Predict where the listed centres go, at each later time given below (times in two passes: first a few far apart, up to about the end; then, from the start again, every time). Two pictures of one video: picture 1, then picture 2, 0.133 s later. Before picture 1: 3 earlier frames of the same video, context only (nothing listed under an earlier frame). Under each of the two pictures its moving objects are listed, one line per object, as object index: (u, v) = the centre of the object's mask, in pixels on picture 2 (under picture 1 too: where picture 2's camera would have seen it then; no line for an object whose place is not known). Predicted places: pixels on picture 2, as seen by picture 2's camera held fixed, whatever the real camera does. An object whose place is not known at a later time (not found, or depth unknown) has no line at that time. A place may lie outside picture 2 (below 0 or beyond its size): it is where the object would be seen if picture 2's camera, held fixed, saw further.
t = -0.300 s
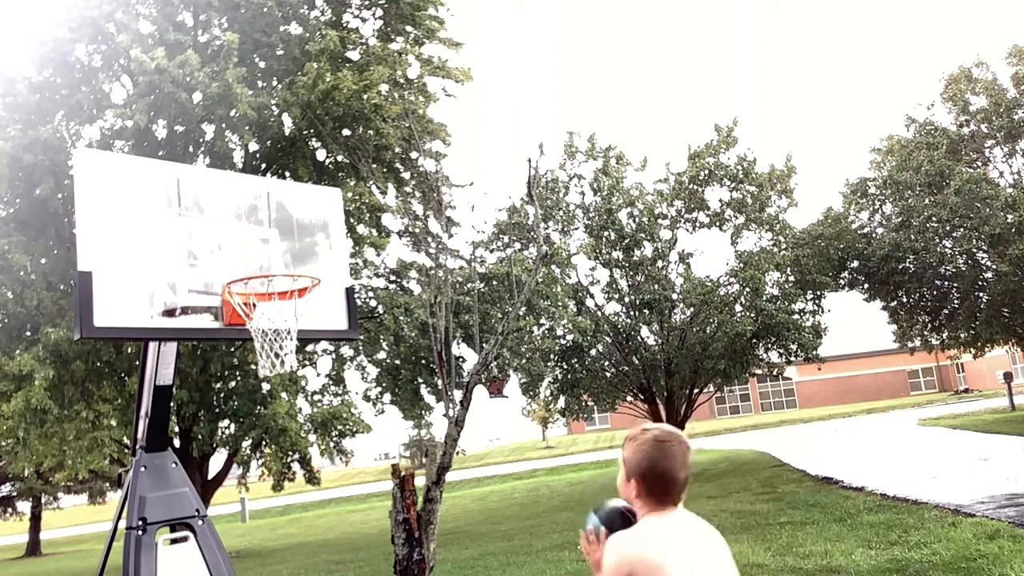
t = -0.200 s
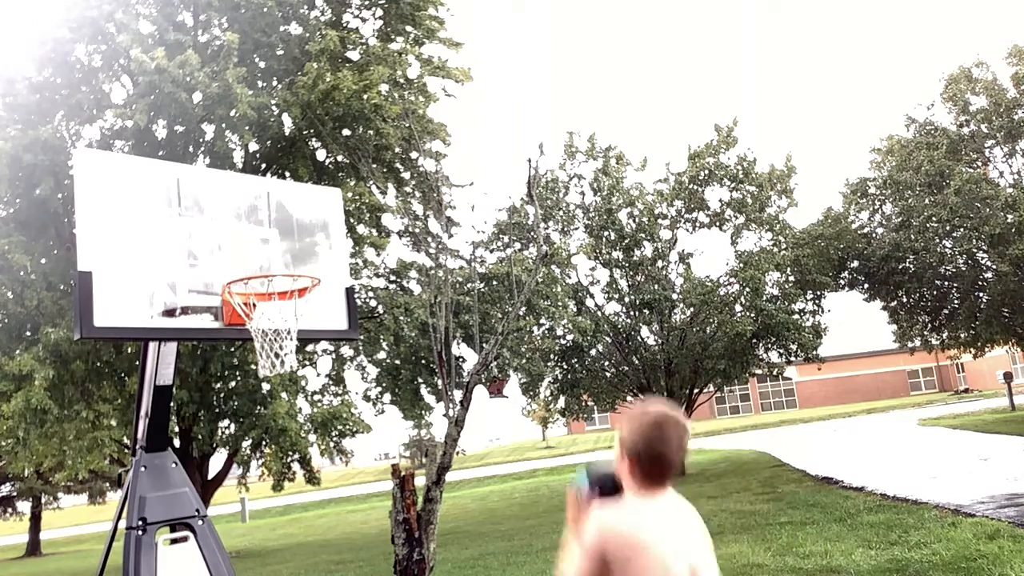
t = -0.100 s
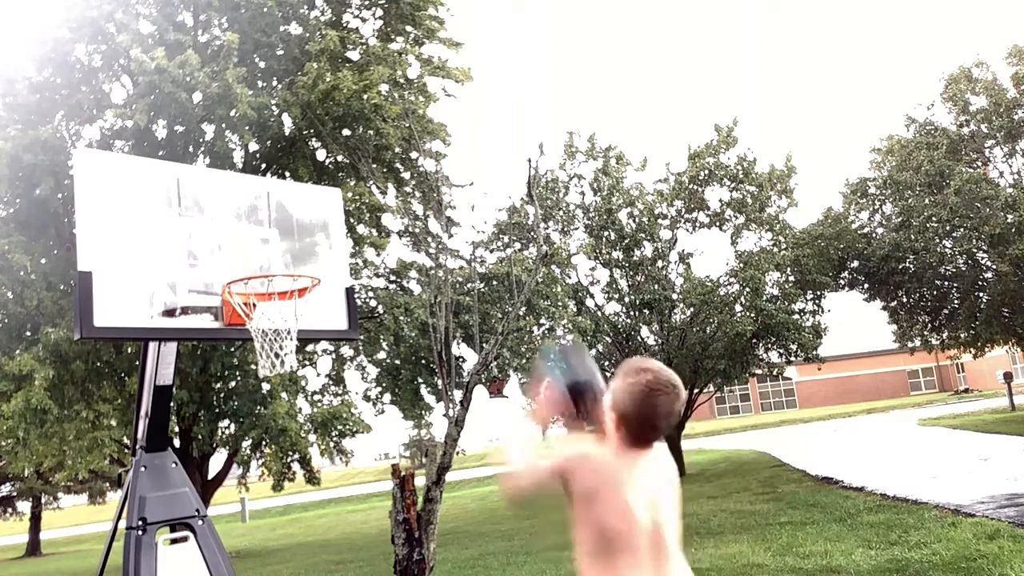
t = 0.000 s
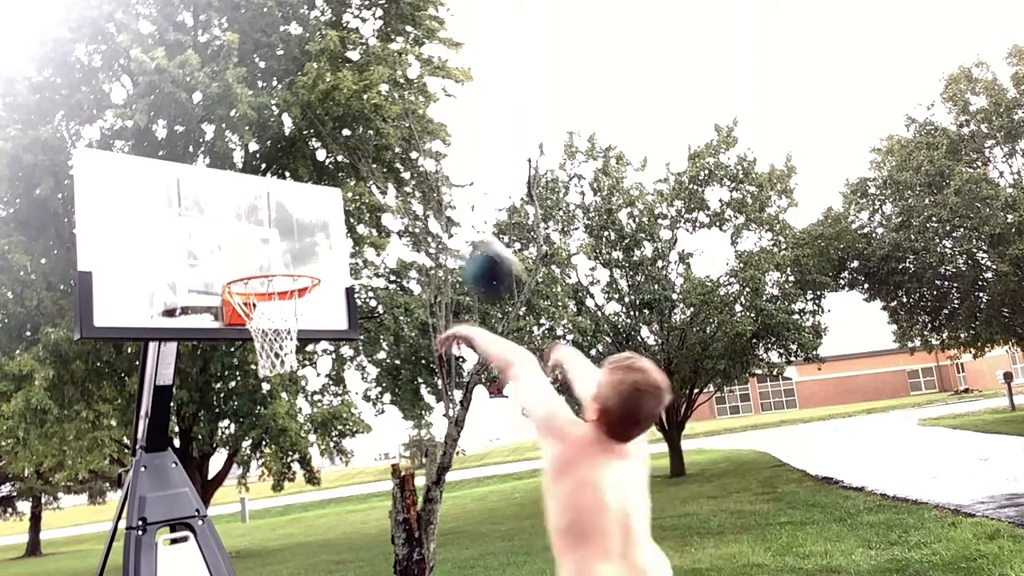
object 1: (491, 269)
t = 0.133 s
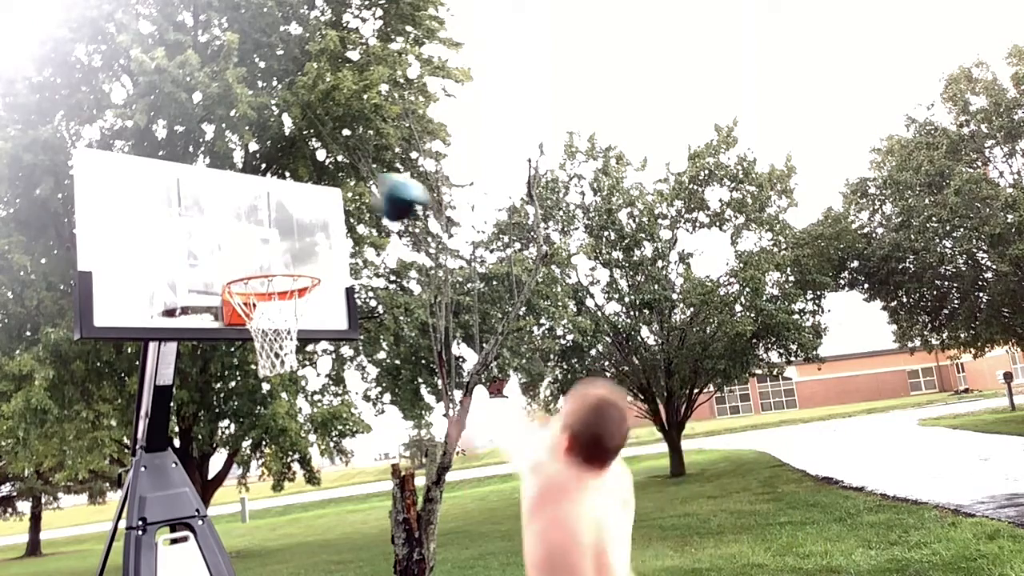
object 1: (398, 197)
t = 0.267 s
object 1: (343, 190)
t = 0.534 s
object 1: (267, 278)
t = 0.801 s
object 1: (296, 365)
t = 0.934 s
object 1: (310, 428)
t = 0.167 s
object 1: (382, 190)
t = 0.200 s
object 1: (368, 189)
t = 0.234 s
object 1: (355, 187)
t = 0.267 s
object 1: (343, 190)
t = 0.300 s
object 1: (331, 194)
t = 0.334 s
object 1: (321, 201)
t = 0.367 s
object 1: (308, 213)
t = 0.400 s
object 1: (299, 223)
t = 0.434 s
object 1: (291, 232)
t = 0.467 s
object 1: (283, 246)
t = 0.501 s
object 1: (274, 261)
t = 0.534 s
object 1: (267, 278)
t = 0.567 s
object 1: (261, 293)
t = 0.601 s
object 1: (264, 307)
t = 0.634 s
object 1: (272, 323)
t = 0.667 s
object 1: (278, 333)
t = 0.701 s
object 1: (278, 338)
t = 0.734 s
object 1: (278, 344)
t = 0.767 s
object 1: (294, 354)
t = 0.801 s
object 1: (296, 365)
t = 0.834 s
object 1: (297, 374)
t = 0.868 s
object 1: (302, 390)
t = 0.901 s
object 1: (308, 409)
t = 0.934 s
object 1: (310, 428)
